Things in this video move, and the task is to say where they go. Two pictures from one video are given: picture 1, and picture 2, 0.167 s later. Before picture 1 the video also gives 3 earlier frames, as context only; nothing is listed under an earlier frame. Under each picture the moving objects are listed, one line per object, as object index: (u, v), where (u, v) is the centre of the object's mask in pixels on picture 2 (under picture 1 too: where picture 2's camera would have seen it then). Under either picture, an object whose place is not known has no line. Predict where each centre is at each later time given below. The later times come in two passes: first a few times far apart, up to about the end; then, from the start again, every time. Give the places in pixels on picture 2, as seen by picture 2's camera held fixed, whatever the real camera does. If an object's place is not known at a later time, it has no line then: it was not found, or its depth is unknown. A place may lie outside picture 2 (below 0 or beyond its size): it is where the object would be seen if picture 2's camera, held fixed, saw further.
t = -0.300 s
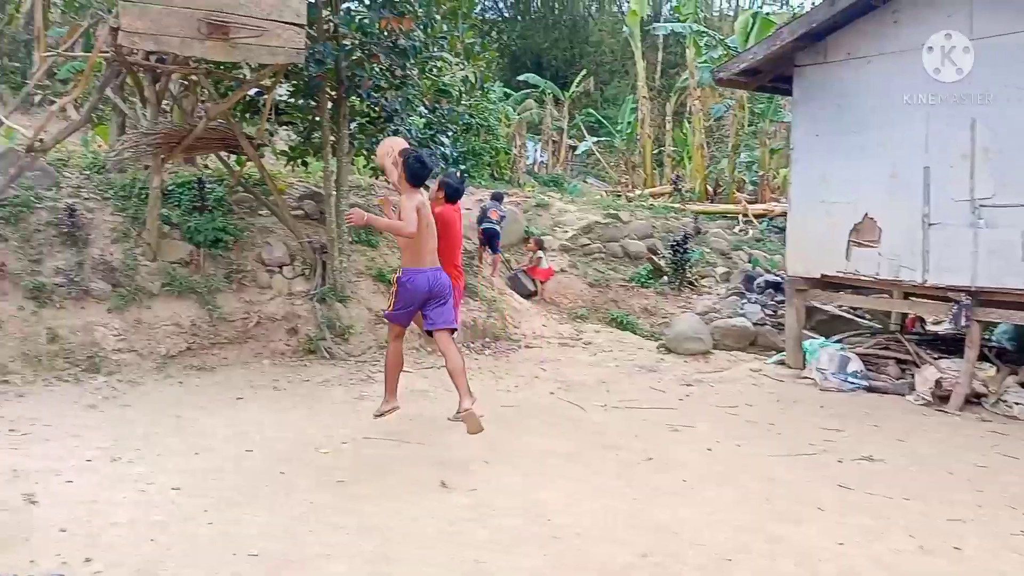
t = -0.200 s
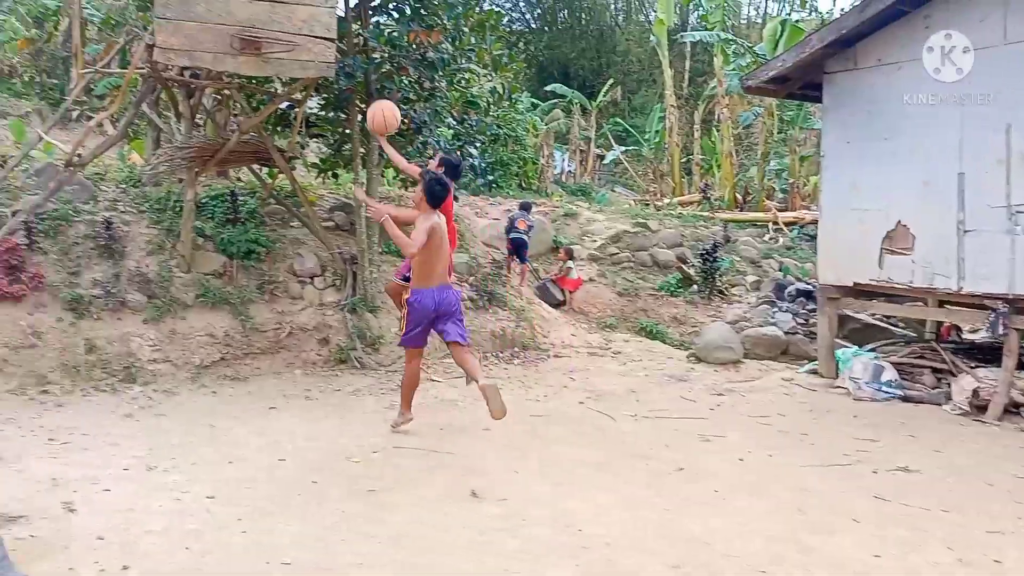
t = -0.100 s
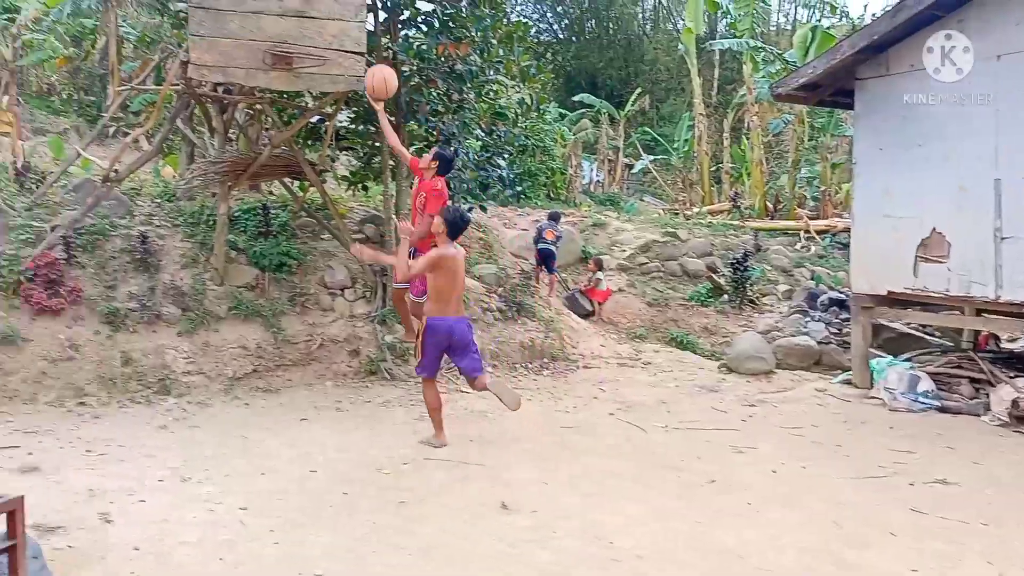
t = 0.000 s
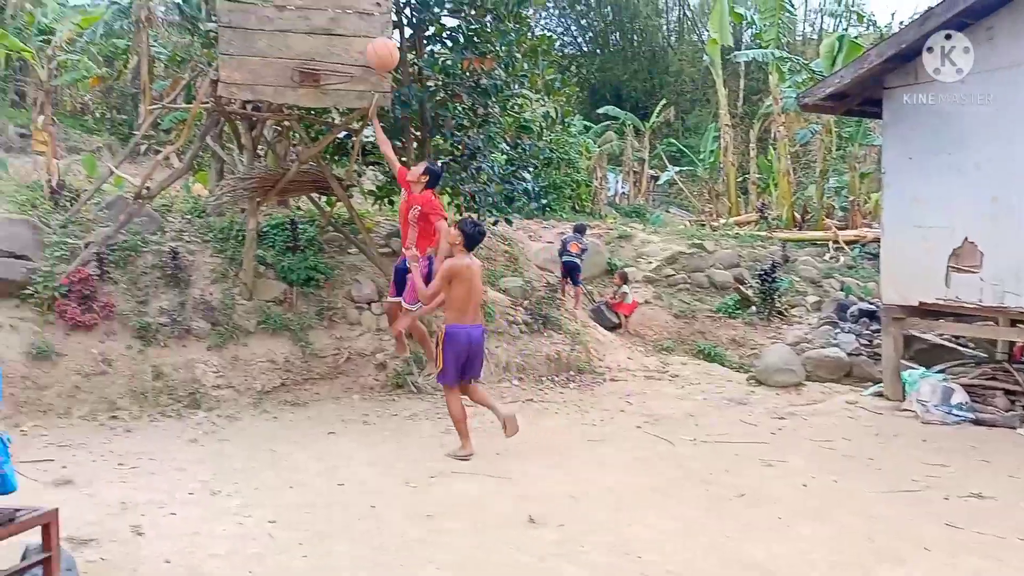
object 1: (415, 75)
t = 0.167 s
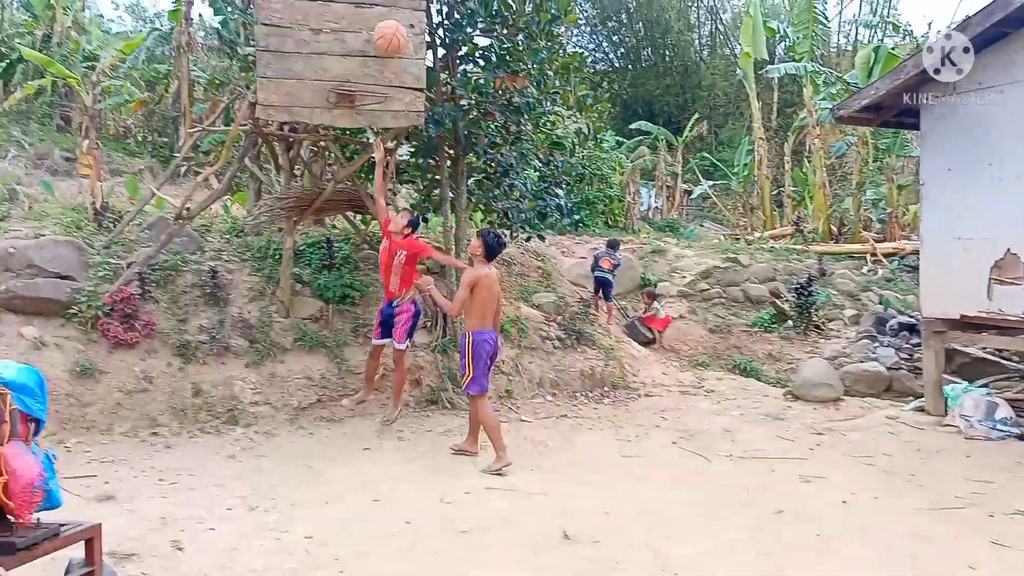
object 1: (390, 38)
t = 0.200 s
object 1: (388, 36)
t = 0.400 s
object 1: (373, 55)
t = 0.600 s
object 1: (360, 66)
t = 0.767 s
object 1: (346, 62)
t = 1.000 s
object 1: (322, 90)
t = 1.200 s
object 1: (295, 169)
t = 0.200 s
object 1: (388, 36)
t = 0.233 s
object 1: (386, 35)
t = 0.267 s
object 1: (383, 36)
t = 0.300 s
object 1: (381, 37)
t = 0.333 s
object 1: (378, 42)
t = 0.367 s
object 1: (376, 48)
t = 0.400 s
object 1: (373, 55)
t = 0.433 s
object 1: (371, 64)
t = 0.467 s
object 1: (368, 76)
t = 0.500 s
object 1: (365, 78)
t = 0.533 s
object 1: (363, 76)
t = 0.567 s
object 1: (362, 70)
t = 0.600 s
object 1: (360, 66)
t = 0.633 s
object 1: (357, 61)
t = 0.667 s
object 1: (354, 59)
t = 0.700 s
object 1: (352, 58)
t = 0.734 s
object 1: (349, 59)
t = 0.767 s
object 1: (346, 62)
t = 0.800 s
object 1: (344, 66)
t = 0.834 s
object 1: (341, 72)
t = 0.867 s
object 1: (337, 75)
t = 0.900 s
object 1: (334, 76)
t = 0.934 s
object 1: (329, 79)
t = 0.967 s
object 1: (325, 84)
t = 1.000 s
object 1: (322, 90)
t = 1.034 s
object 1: (317, 98)
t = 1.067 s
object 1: (312, 109)
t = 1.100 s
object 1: (308, 121)
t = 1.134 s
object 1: (304, 135)
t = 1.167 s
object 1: (299, 151)
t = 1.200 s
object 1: (295, 169)
